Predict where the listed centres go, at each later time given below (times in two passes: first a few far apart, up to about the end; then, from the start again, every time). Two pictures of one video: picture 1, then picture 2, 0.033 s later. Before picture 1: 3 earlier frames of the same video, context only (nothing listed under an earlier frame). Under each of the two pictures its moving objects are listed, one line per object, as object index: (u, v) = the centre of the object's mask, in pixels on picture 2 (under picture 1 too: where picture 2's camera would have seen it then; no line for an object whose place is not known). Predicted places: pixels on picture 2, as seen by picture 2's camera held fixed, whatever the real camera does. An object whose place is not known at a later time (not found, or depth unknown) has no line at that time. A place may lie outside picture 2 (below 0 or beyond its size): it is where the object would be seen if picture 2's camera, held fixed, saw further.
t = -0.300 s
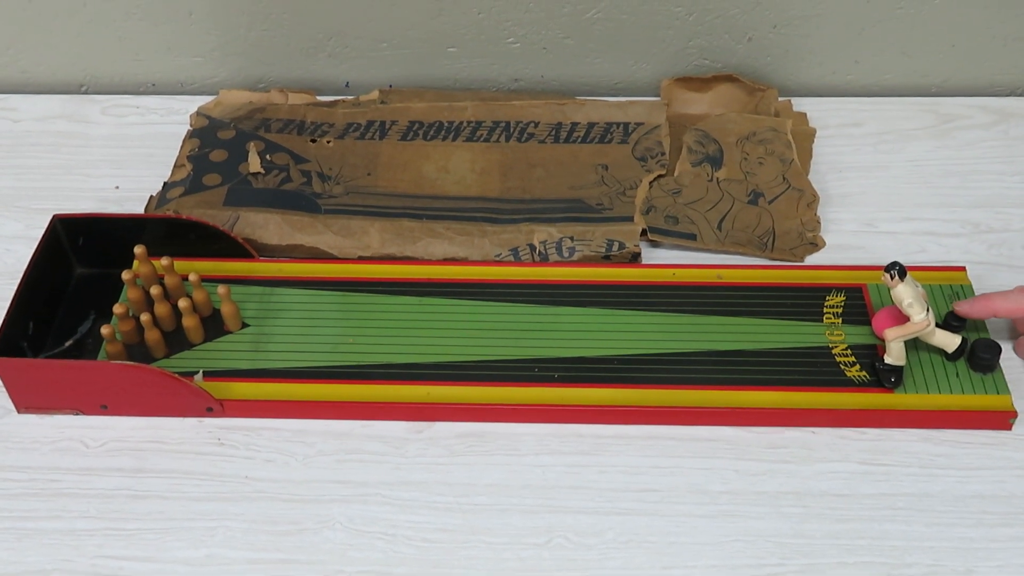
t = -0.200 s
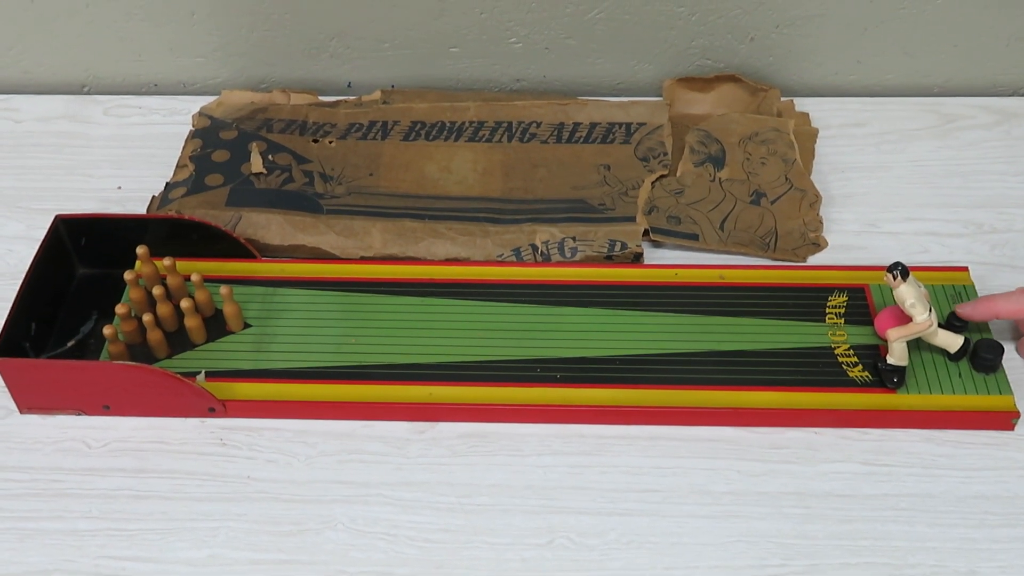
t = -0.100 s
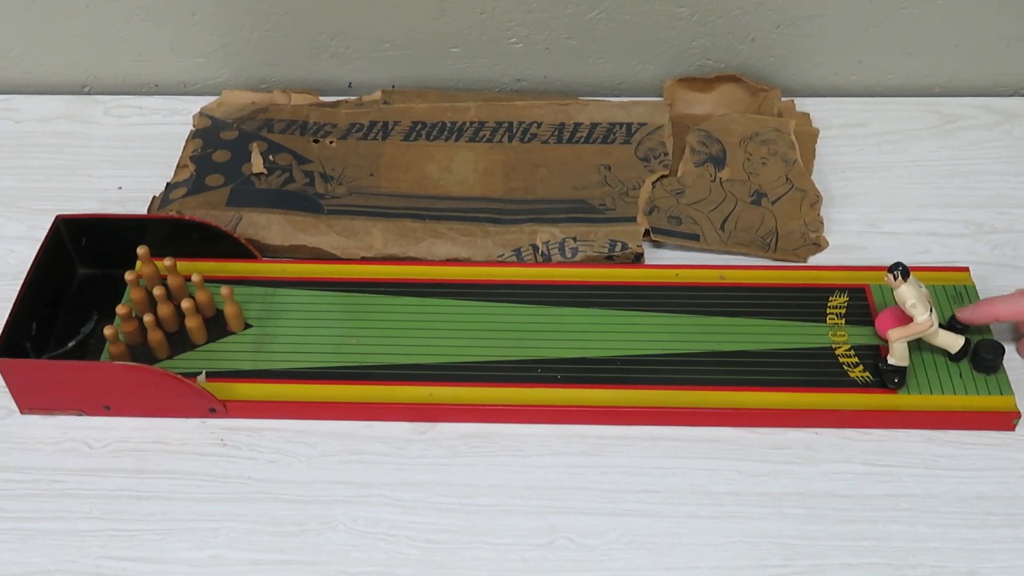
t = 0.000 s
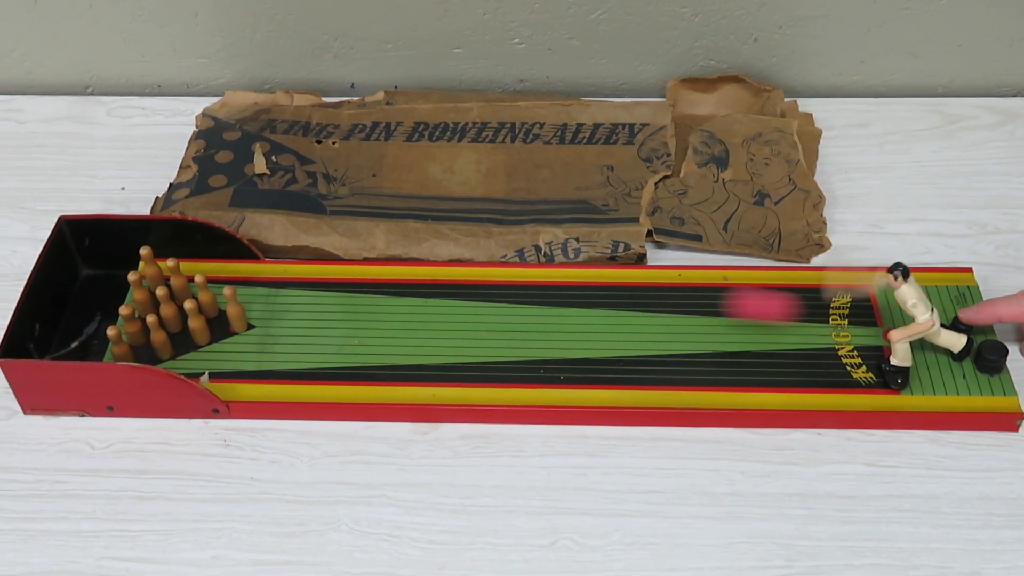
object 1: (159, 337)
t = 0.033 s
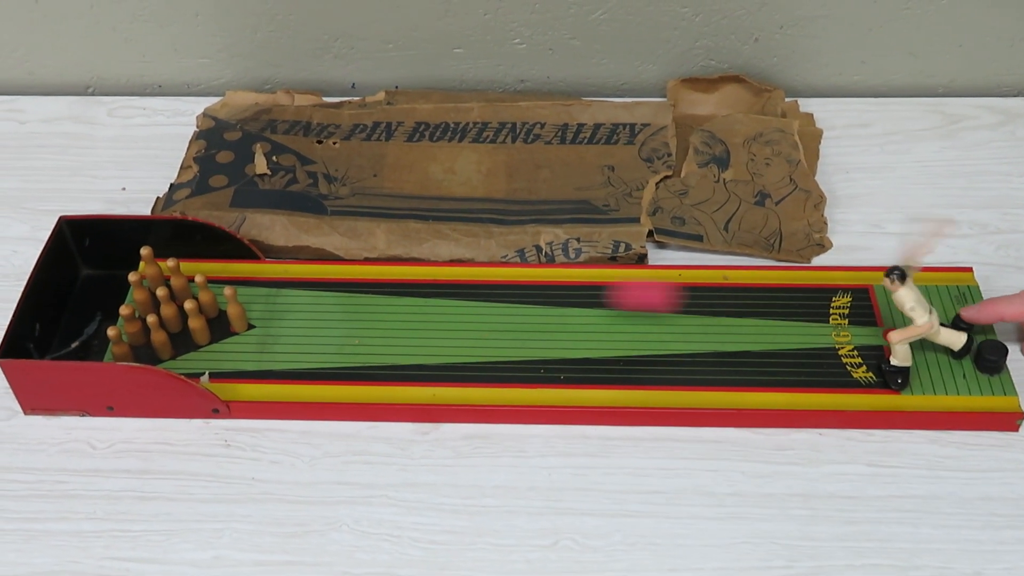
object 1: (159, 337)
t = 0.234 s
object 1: (159, 338)
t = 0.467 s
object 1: (183, 351)
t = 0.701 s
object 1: (207, 366)
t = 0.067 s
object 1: (158, 337)
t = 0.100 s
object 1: (159, 338)
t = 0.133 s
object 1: (160, 338)
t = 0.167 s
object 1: (159, 338)
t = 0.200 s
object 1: (158, 338)
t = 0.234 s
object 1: (159, 338)
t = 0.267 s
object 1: (162, 339)
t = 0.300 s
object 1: (165, 340)
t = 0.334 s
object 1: (166, 341)
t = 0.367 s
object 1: (167, 342)
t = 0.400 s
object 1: (171, 343)
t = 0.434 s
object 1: (175, 346)
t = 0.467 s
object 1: (183, 351)
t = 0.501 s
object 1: (192, 360)
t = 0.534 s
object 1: (197, 360)
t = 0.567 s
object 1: (204, 366)
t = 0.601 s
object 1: (207, 367)
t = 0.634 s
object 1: (207, 367)
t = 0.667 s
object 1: (207, 367)
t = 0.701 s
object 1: (207, 366)
